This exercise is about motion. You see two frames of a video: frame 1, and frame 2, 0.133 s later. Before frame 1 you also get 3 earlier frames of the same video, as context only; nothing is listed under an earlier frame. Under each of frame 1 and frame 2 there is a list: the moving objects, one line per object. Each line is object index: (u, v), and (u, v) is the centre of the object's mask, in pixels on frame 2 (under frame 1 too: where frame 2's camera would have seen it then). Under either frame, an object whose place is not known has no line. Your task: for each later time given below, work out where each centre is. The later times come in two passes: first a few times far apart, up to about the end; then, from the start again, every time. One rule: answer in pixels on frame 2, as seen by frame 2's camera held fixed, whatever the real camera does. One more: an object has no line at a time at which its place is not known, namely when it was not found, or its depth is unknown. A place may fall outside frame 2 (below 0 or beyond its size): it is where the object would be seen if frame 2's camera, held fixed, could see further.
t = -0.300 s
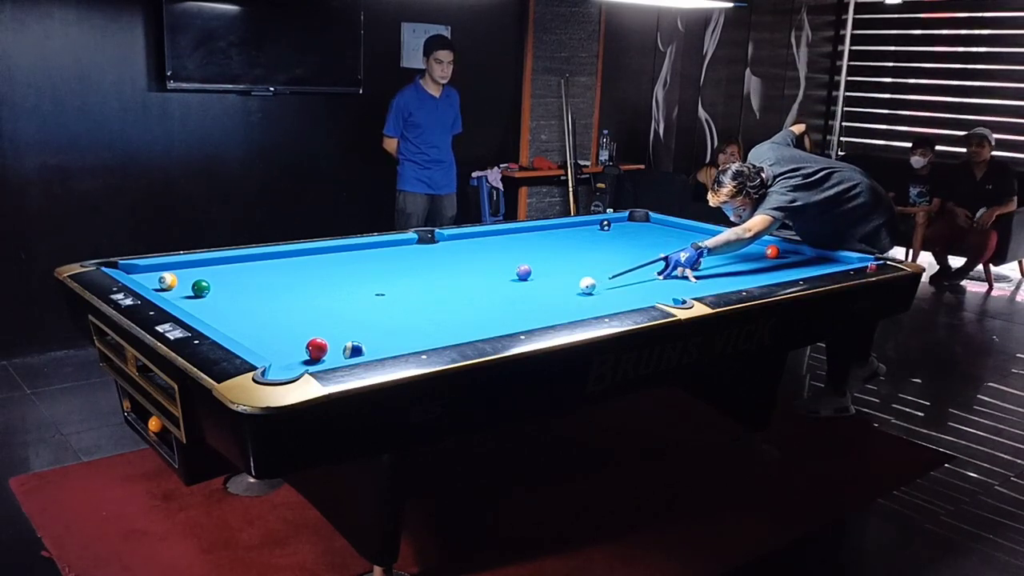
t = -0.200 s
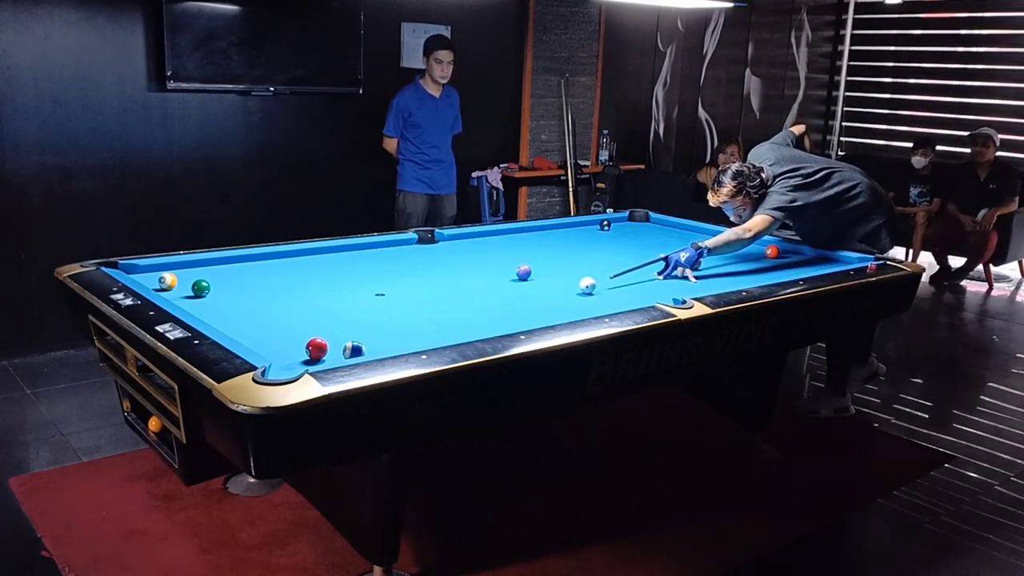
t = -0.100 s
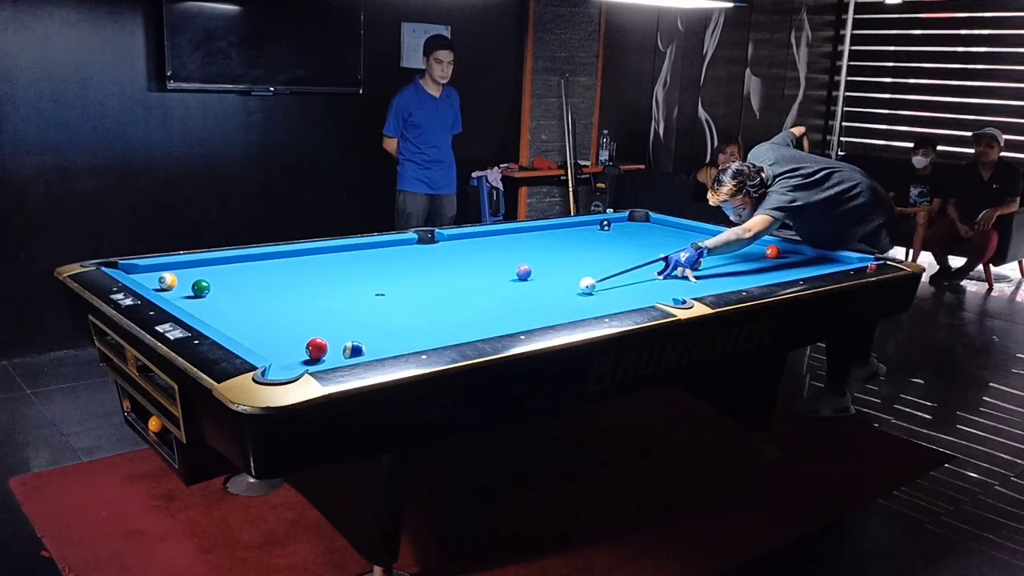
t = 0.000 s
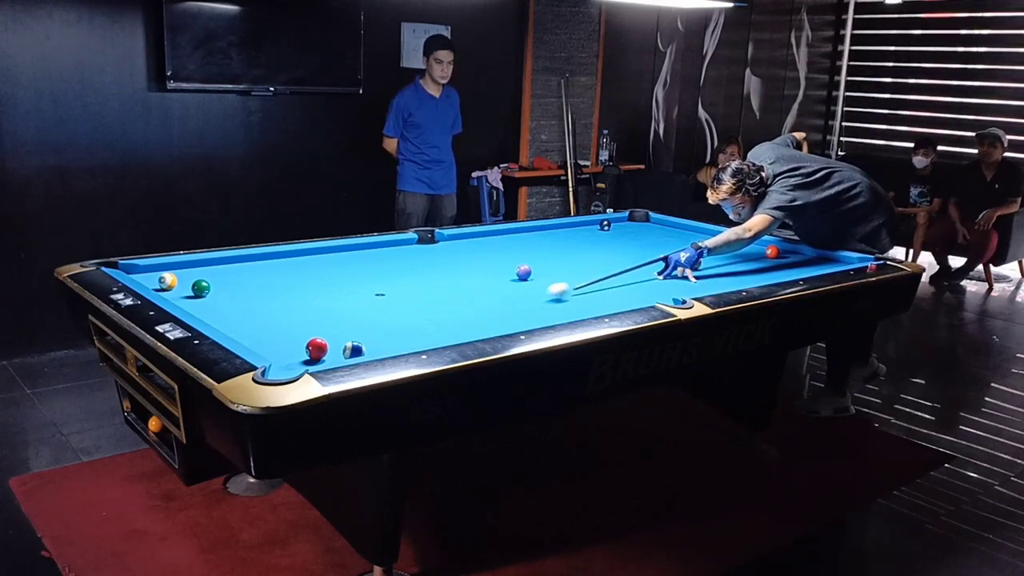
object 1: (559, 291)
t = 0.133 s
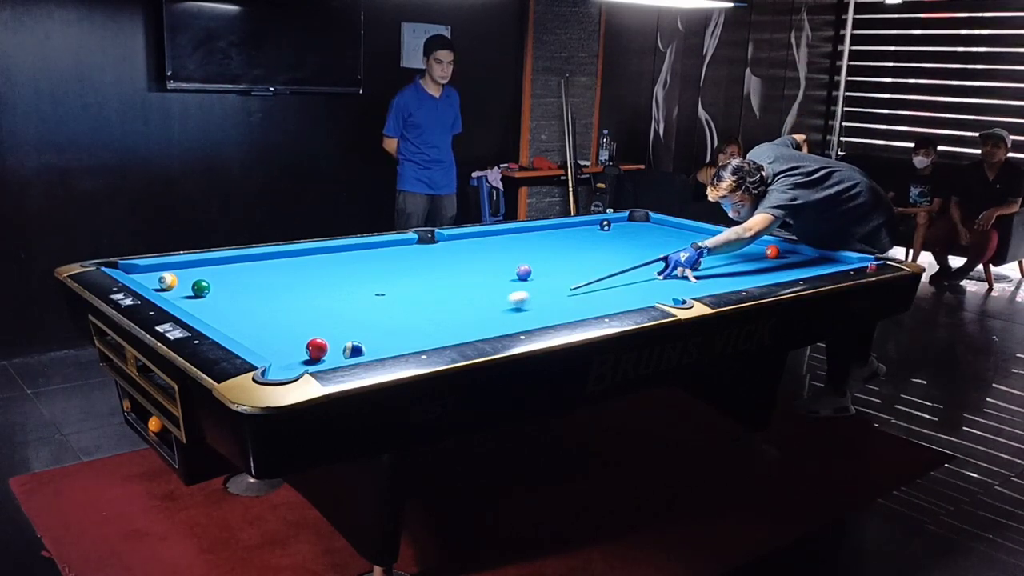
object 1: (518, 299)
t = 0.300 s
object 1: (467, 310)
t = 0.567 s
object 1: (376, 330)
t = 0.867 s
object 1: (264, 342)
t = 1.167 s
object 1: (272, 326)
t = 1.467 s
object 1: (296, 309)
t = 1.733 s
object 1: (313, 296)
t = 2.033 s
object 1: (331, 283)
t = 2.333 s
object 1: (345, 273)
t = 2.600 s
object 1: (356, 264)
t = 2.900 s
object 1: (367, 256)
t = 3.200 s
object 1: (376, 249)
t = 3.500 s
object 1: (386, 244)
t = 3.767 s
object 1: (401, 244)
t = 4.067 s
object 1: (417, 245)
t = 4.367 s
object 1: (431, 245)
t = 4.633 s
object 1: (442, 246)
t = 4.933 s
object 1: (452, 246)
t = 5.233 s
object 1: (462, 247)
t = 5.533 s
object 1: (469, 247)
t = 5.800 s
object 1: (474, 247)
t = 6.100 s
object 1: (478, 248)
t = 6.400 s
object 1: (480, 248)
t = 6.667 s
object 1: (480, 248)
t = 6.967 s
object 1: (480, 248)
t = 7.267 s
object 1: (480, 248)
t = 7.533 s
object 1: (480, 248)
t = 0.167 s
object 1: (509, 301)
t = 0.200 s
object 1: (499, 303)
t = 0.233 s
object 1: (489, 306)
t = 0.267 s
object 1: (478, 308)
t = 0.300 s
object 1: (467, 310)
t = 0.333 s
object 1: (457, 312)
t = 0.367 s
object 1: (446, 315)
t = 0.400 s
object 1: (435, 317)
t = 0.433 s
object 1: (423, 320)
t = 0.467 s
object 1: (412, 322)
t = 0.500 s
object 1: (400, 325)
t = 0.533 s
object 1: (388, 327)
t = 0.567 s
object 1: (376, 330)
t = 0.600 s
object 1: (364, 332)
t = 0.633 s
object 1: (350, 333)
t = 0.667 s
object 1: (336, 338)
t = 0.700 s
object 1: (326, 336)
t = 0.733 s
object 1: (312, 337)
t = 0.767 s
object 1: (300, 340)
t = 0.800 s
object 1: (288, 341)
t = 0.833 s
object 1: (276, 341)
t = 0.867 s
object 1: (264, 342)
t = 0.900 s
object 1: (254, 341)
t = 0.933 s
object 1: (252, 340)
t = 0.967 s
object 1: (254, 339)
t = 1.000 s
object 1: (257, 337)
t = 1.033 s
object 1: (260, 335)
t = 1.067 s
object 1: (263, 332)
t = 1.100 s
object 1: (266, 330)
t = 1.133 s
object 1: (269, 328)
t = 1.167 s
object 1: (272, 326)
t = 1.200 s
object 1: (275, 324)
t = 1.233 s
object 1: (278, 322)
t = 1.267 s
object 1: (281, 320)
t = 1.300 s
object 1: (283, 318)
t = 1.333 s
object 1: (286, 316)
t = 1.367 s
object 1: (289, 314)
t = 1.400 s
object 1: (291, 313)
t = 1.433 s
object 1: (294, 311)
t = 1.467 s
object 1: (296, 309)
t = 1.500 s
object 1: (298, 307)
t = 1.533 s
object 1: (301, 305)
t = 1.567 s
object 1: (303, 304)
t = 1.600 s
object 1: (305, 302)
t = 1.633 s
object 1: (307, 301)
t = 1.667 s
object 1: (309, 299)
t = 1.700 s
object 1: (311, 297)
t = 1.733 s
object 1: (313, 296)
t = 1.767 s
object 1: (316, 294)
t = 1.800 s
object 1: (317, 293)
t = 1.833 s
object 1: (320, 291)
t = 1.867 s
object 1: (322, 290)
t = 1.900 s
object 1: (323, 289)
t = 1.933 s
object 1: (325, 287)
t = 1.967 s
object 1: (327, 286)
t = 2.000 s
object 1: (329, 285)
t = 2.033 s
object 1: (331, 283)
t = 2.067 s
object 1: (332, 282)
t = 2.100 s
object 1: (334, 281)
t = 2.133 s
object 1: (336, 280)
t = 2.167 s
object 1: (337, 278)
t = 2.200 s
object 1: (339, 277)
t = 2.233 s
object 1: (340, 276)
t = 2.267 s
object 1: (342, 275)
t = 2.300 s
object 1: (343, 274)
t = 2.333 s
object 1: (345, 273)
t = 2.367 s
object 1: (346, 272)
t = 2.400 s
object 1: (348, 270)
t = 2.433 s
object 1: (349, 269)
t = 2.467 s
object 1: (351, 268)
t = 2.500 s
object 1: (352, 267)
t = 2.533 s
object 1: (353, 266)
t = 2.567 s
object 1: (355, 265)
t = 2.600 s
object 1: (356, 264)
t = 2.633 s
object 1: (357, 264)
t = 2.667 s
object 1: (358, 263)
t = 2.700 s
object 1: (360, 261)
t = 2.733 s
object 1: (361, 261)
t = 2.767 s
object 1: (362, 260)
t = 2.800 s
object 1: (363, 259)
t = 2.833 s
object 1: (364, 258)
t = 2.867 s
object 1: (366, 257)
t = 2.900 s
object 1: (367, 256)
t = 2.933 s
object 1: (368, 255)
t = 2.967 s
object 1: (369, 255)
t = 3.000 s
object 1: (370, 254)
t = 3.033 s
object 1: (371, 253)
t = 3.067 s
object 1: (372, 252)
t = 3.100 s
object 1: (373, 252)
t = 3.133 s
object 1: (374, 251)
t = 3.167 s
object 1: (375, 250)
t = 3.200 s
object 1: (376, 249)
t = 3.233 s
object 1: (377, 248)
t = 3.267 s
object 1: (378, 248)
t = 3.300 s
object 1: (379, 247)
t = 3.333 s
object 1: (380, 246)
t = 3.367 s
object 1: (381, 246)
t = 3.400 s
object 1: (382, 245)
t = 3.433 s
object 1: (383, 245)
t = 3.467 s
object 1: (384, 244)
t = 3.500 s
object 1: (386, 244)
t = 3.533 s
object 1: (388, 244)
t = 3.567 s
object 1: (390, 244)
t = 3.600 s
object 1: (392, 244)
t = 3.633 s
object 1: (393, 244)
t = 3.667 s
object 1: (395, 244)
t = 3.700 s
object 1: (397, 244)
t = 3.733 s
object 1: (399, 244)
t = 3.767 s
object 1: (401, 244)
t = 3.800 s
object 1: (403, 244)
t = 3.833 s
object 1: (404, 244)
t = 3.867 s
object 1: (406, 244)
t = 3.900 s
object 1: (408, 244)
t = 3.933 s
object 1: (410, 245)
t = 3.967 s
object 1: (411, 245)
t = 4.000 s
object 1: (413, 245)
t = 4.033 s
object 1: (415, 245)
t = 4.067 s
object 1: (417, 245)
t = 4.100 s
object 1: (418, 245)
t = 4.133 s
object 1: (420, 245)
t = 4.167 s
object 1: (421, 245)
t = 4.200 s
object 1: (423, 245)
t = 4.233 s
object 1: (424, 245)
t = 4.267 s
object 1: (426, 245)
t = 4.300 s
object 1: (427, 245)
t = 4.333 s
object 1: (429, 245)
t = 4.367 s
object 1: (431, 245)
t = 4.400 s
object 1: (432, 245)
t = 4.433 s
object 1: (433, 245)
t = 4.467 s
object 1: (435, 245)
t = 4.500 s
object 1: (436, 245)
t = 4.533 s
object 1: (437, 245)
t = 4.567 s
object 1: (439, 245)
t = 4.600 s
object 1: (440, 246)
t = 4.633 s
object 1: (442, 246)
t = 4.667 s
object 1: (443, 246)
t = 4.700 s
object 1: (444, 246)
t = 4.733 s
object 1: (445, 246)
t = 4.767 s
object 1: (447, 246)
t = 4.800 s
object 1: (448, 246)
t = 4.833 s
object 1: (449, 246)
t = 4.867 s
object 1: (450, 246)
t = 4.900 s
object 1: (451, 246)
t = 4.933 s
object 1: (452, 246)
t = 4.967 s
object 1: (453, 246)
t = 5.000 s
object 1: (454, 246)
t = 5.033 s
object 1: (456, 246)
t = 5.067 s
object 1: (457, 246)
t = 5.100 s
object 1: (458, 246)
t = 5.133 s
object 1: (459, 246)
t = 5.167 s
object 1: (460, 247)
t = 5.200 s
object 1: (460, 246)
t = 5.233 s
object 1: (462, 247)
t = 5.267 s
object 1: (462, 247)
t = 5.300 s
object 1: (463, 247)
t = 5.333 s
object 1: (464, 247)
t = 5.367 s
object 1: (465, 247)
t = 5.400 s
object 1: (466, 247)
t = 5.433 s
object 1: (467, 247)
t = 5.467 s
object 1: (467, 247)
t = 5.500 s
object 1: (468, 247)
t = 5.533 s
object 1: (469, 247)
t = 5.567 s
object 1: (469, 247)
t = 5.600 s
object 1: (470, 247)
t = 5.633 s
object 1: (471, 247)
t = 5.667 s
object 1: (471, 247)
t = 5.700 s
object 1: (472, 247)
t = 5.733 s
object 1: (473, 247)
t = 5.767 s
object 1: (473, 247)
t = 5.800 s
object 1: (474, 247)
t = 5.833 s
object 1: (474, 247)
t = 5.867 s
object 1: (475, 247)
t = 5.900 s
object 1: (475, 247)
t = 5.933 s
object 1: (476, 247)
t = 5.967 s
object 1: (476, 247)
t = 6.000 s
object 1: (477, 247)
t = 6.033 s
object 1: (477, 247)
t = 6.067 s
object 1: (477, 248)
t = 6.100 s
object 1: (478, 248)
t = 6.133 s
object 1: (478, 248)
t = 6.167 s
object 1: (478, 247)
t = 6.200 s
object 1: (478, 248)
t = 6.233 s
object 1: (479, 248)
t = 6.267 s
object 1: (479, 248)
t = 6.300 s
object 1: (479, 248)
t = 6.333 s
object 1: (479, 248)
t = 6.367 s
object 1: (479, 248)
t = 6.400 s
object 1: (480, 248)
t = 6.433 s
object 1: (480, 248)
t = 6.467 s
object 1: (480, 248)
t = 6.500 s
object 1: (480, 248)
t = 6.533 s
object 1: (480, 248)
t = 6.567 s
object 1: (480, 248)
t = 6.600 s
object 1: (480, 248)
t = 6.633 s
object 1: (480, 248)
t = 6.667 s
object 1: (480, 248)
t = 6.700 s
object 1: (480, 248)
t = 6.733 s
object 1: (480, 248)
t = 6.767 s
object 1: (480, 248)
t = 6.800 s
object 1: (480, 248)
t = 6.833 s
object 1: (480, 248)
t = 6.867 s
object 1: (480, 248)
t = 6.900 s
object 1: (480, 248)
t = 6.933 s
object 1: (480, 248)
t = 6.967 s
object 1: (480, 248)
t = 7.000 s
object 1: (480, 248)
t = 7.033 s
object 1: (480, 248)
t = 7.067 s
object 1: (480, 248)
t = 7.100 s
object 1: (480, 248)
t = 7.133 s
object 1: (480, 248)
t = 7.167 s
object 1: (480, 248)
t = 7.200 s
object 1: (480, 248)
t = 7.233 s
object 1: (480, 248)
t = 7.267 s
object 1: (480, 248)
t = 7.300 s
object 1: (480, 248)
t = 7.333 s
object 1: (480, 248)
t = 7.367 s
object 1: (480, 248)
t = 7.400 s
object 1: (480, 248)
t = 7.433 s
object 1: (480, 248)
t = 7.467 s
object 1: (480, 248)
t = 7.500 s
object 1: (480, 248)
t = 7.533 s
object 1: (480, 248)
